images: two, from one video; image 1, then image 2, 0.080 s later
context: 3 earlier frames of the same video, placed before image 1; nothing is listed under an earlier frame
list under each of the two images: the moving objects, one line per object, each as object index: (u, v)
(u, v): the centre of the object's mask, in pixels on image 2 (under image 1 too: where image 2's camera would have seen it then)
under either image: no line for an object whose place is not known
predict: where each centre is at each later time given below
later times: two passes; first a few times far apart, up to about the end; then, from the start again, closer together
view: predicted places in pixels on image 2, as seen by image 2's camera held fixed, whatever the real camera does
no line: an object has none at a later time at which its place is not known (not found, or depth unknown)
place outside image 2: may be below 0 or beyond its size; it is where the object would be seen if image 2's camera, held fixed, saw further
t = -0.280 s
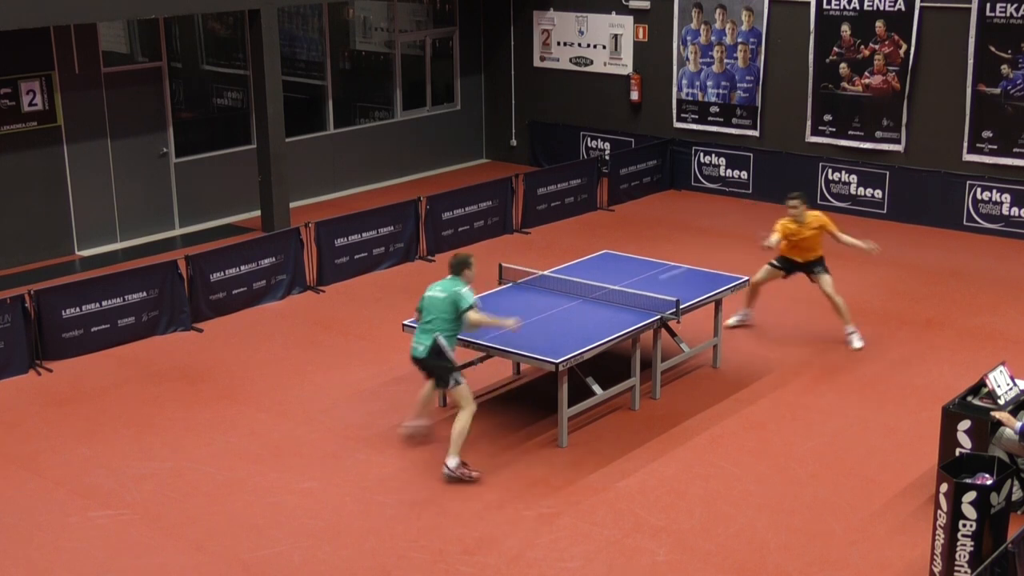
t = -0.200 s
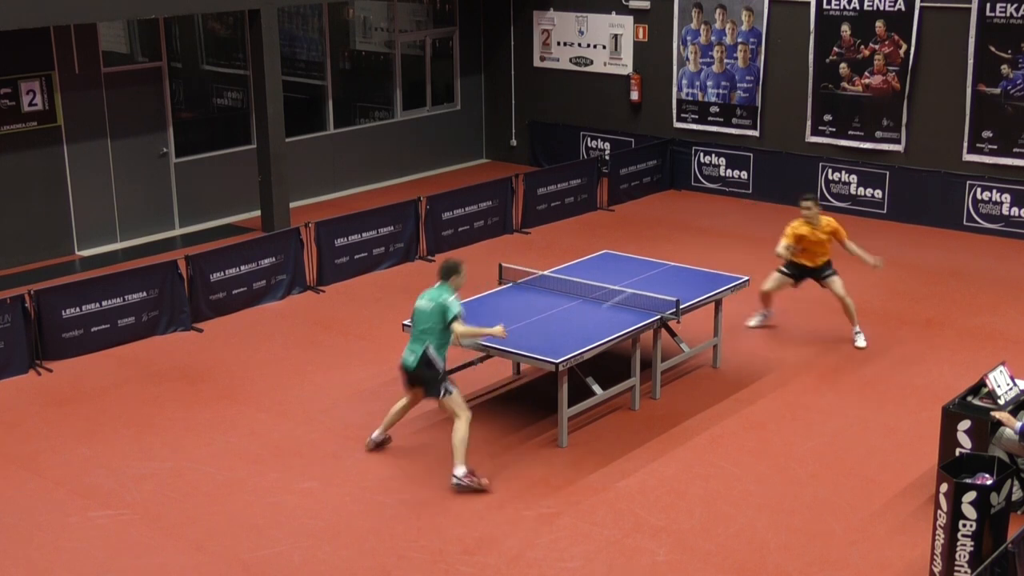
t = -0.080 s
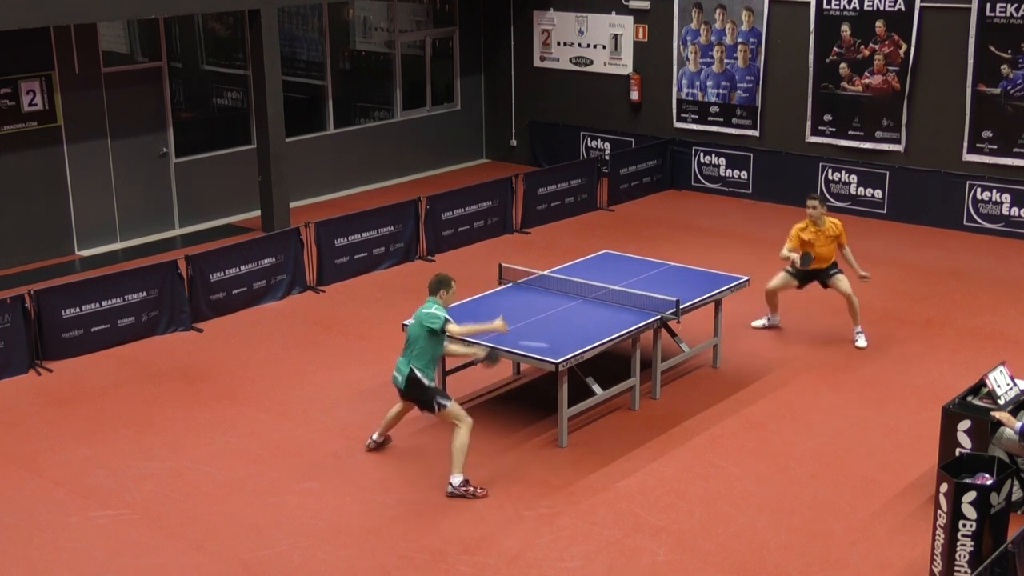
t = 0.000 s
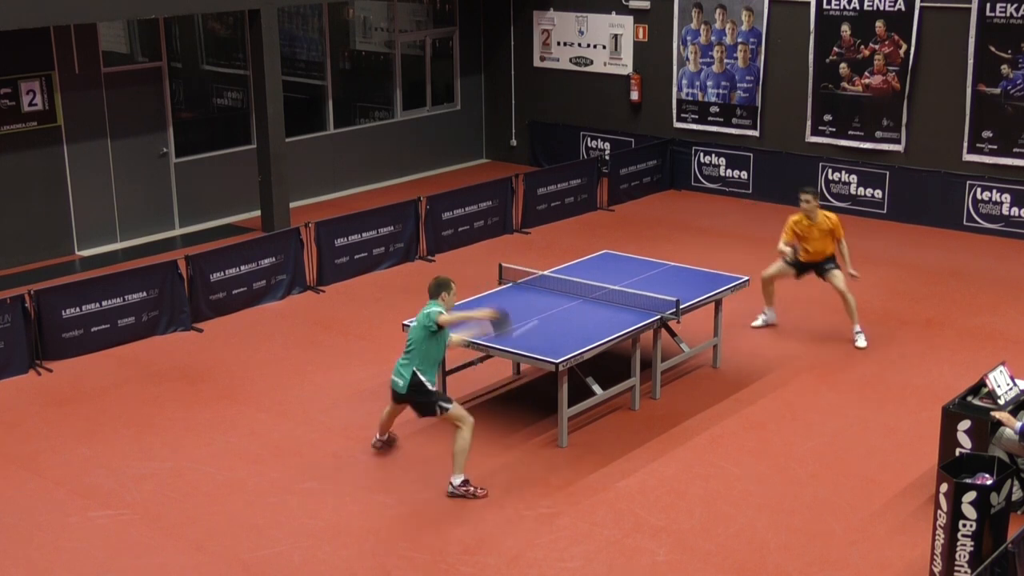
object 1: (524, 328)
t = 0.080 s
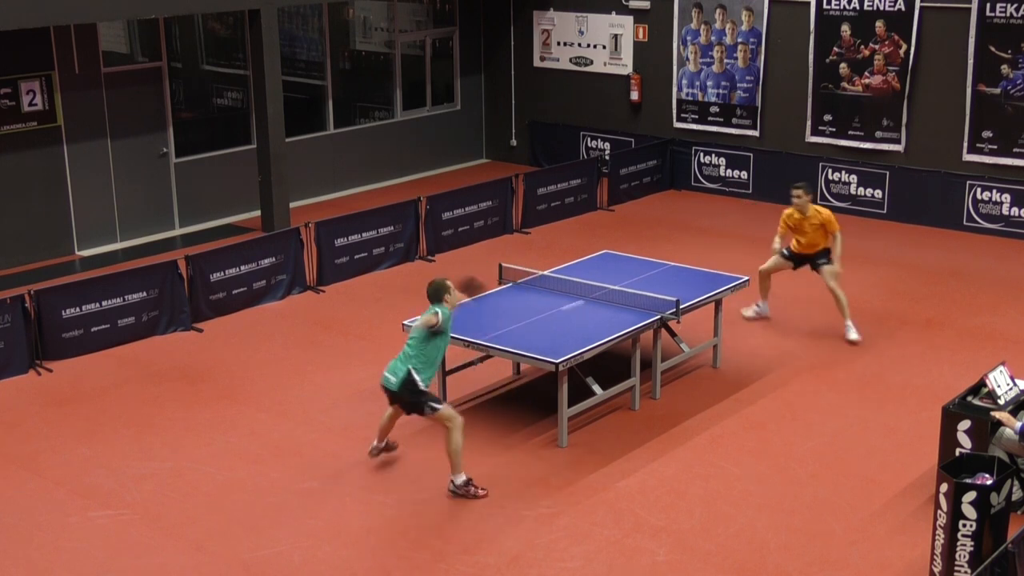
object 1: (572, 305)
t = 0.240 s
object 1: (625, 293)
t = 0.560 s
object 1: (604, 296)
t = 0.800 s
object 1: (599, 296)
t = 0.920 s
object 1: (600, 296)
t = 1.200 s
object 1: (603, 292)
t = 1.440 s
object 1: (598, 291)
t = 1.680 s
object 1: (595, 291)
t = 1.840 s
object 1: (592, 292)
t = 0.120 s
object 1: (598, 298)
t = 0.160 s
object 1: (612, 295)
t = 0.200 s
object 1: (626, 294)
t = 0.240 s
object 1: (625, 293)
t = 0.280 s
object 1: (621, 292)
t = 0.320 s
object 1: (618, 294)
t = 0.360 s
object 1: (615, 297)
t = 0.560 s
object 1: (604, 296)
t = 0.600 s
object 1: (602, 296)
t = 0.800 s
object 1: (599, 296)
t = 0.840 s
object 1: (600, 295)
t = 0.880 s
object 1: (600, 296)
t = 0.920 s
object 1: (600, 296)
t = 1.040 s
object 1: (603, 295)
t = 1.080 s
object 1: (605, 293)
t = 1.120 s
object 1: (605, 291)
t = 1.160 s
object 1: (604, 291)
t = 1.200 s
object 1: (603, 292)
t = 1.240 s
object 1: (601, 295)
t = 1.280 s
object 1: (600, 295)
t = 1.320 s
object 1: (599, 294)
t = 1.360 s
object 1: (599, 292)
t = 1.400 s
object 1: (598, 291)
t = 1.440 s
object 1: (598, 291)
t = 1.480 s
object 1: (597, 293)
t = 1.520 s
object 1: (597, 294)
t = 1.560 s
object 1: (598, 293)
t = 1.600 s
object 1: (596, 292)
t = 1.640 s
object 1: (595, 291)
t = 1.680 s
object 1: (595, 291)
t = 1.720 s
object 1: (595, 292)
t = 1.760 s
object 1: (594, 293)
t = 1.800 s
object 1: (594, 293)
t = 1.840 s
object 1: (592, 292)
